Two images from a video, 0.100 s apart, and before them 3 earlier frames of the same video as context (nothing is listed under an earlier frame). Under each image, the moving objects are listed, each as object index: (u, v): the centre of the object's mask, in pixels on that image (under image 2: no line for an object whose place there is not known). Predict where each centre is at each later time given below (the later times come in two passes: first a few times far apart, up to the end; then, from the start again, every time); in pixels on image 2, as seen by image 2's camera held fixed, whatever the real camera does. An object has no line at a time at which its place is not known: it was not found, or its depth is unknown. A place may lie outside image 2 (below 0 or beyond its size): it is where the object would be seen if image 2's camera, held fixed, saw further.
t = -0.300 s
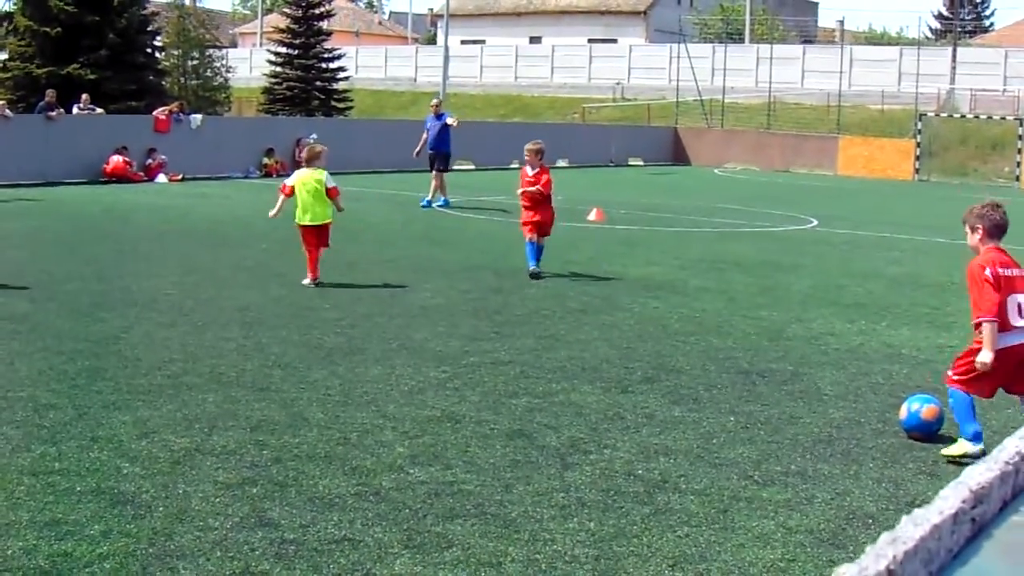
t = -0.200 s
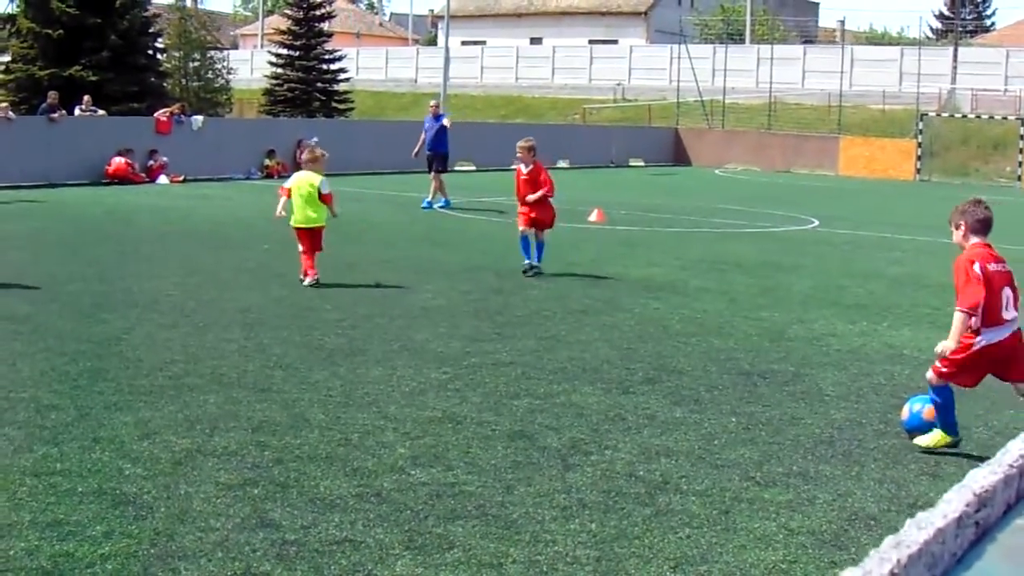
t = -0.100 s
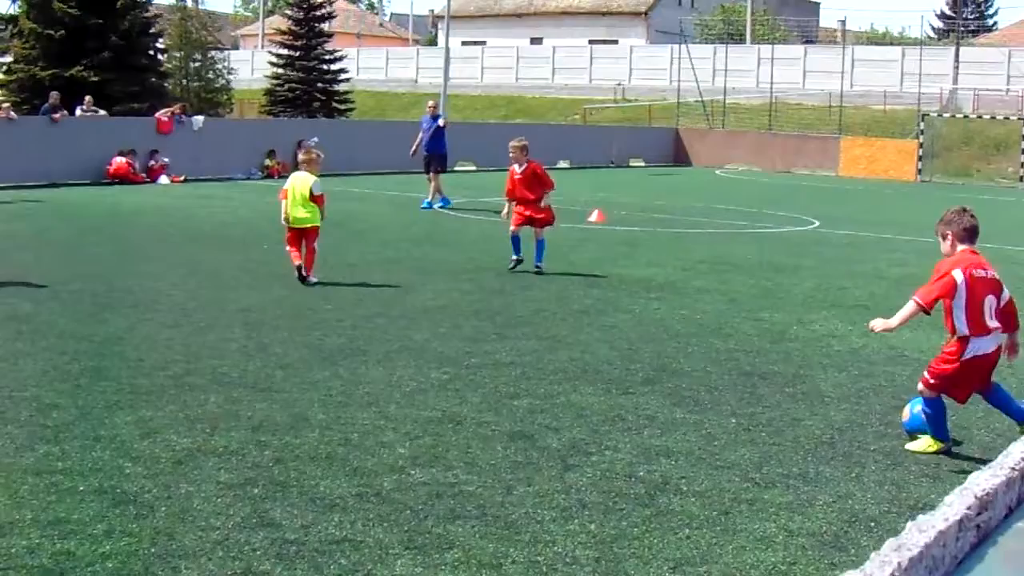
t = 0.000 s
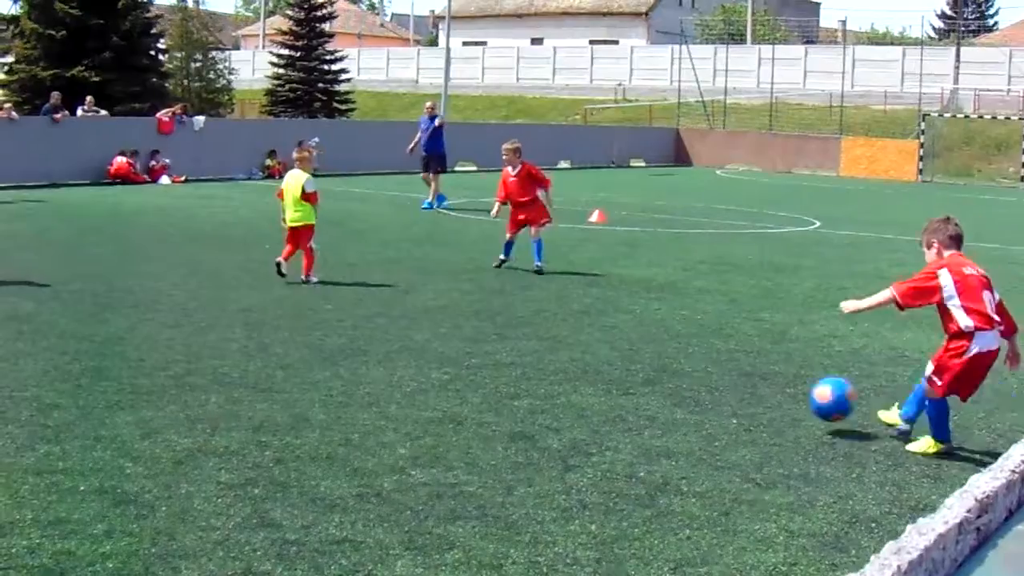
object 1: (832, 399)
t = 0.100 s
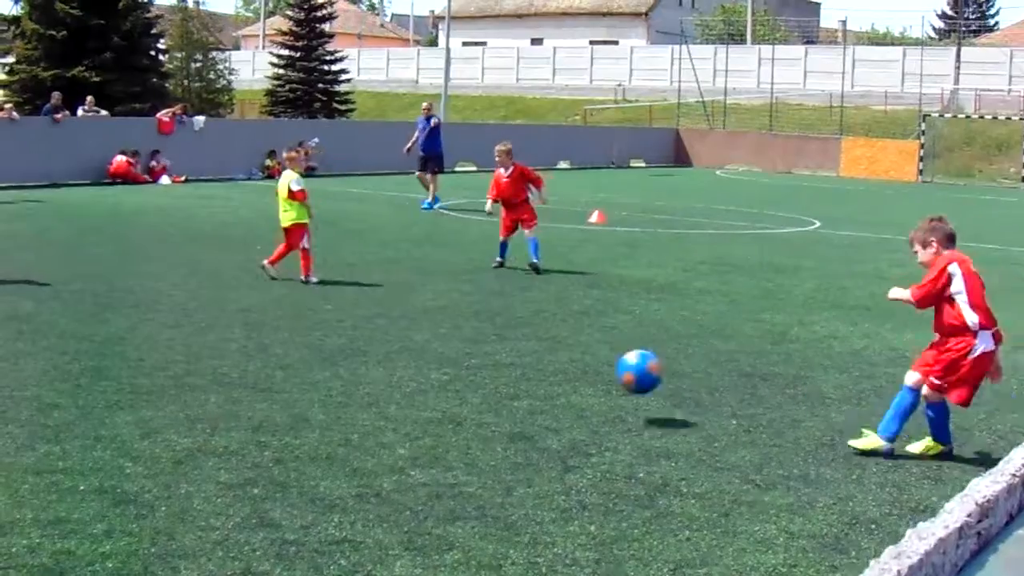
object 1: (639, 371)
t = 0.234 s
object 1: (396, 365)
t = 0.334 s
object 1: (237, 368)
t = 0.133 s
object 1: (575, 367)
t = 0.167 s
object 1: (515, 364)
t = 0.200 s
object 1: (454, 364)
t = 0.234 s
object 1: (396, 365)
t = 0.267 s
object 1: (339, 368)
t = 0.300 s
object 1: (284, 372)
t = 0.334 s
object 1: (237, 368)
